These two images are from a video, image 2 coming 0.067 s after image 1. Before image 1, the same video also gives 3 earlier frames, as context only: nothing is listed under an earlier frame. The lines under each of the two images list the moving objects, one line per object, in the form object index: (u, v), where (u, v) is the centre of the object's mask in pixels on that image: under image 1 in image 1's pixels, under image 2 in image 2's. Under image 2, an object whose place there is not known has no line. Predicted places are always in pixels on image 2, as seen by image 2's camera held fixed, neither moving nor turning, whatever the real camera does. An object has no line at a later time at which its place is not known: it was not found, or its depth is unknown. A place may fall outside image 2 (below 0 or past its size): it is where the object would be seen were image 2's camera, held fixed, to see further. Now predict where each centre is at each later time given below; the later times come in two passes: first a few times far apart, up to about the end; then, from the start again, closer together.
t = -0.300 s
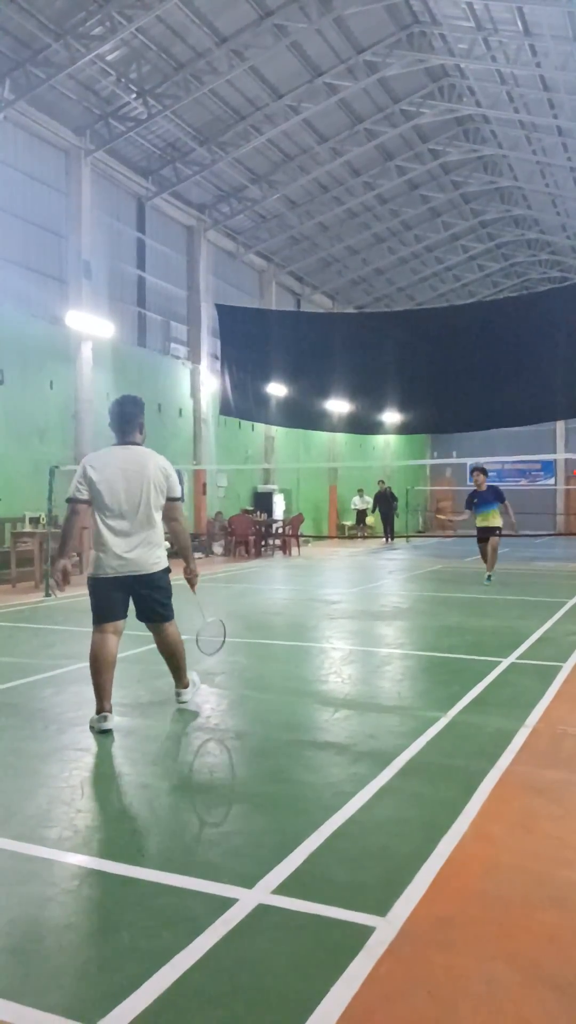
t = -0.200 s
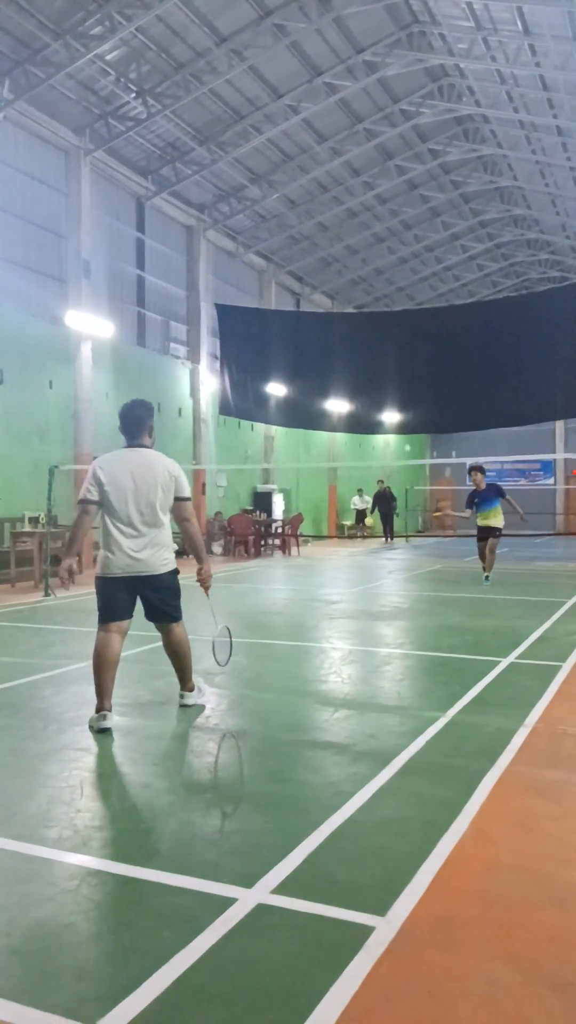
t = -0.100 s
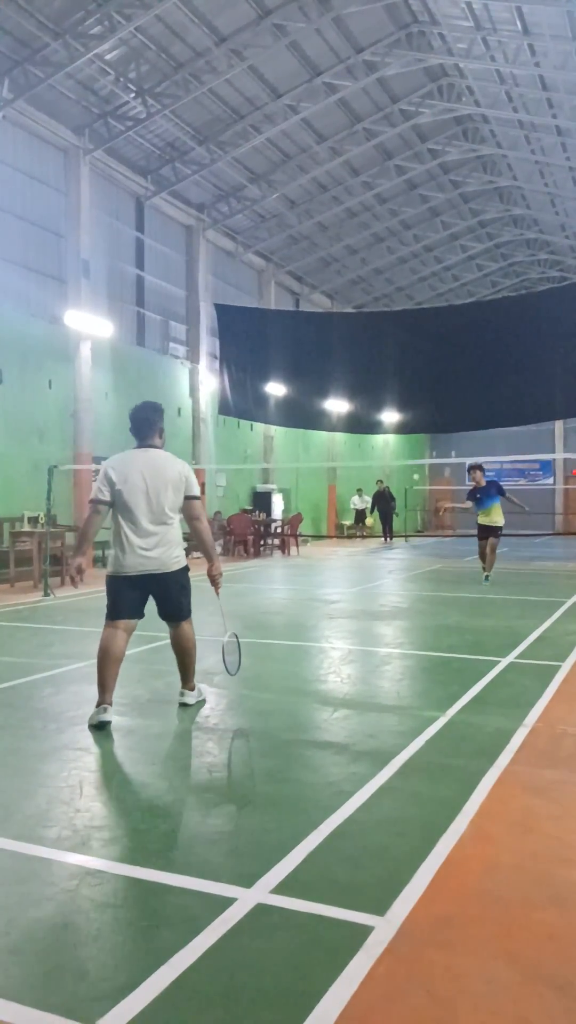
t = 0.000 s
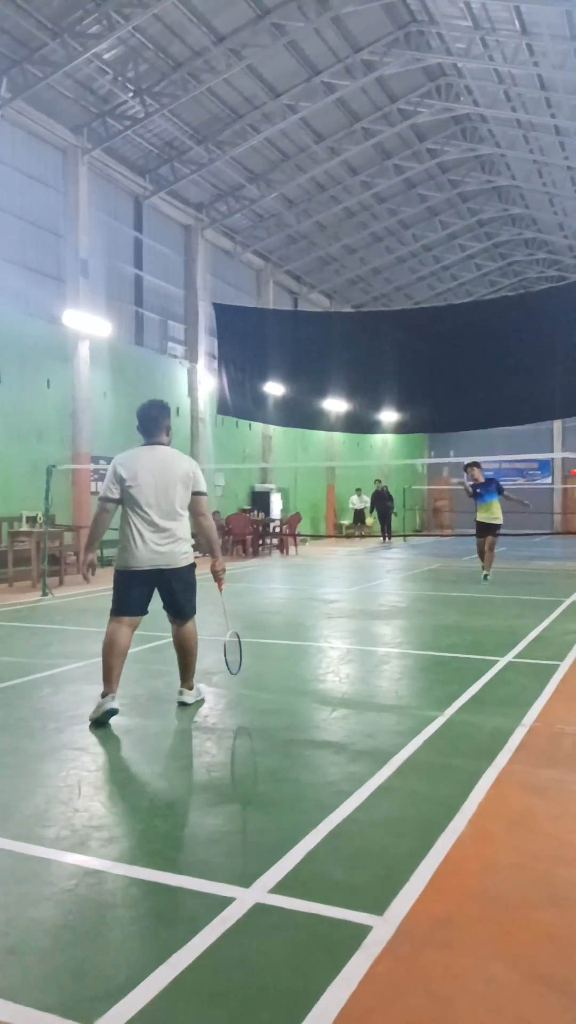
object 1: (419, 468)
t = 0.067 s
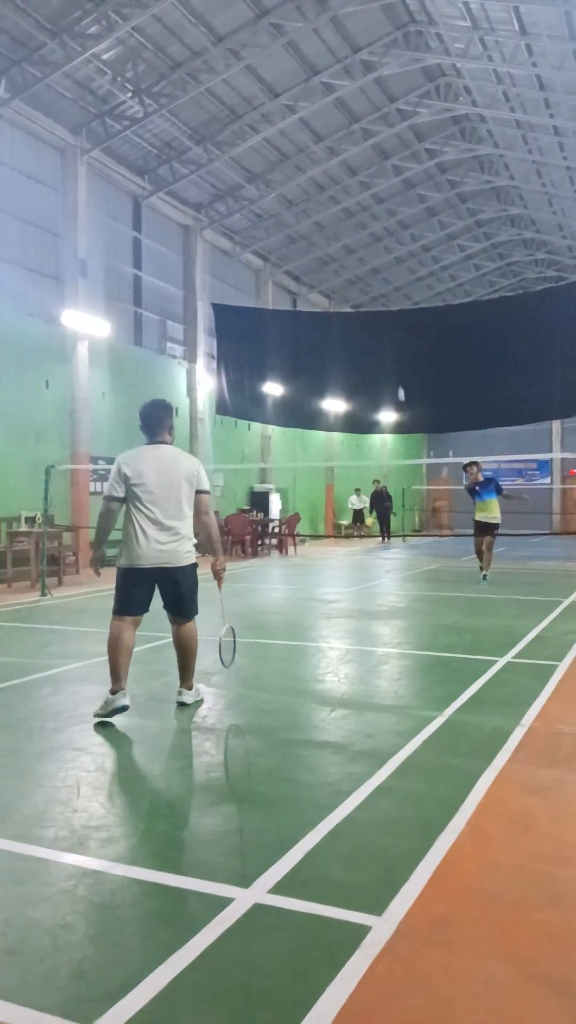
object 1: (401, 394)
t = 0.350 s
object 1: (352, 182)
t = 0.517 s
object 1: (324, 109)
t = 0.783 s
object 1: (275, 65)
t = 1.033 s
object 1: (221, 126)
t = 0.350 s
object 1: (352, 182)
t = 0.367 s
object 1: (349, 173)
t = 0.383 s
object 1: (346, 165)
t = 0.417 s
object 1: (341, 147)
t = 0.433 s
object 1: (338, 141)
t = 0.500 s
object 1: (327, 114)
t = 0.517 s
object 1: (324, 109)
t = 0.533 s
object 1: (321, 103)
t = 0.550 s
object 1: (318, 97)
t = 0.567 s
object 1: (316, 93)
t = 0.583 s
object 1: (312, 88)
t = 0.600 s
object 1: (310, 84)
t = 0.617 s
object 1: (307, 81)
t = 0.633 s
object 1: (304, 77)
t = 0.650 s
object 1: (300, 75)
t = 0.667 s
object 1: (297, 73)
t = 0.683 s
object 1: (294, 70)
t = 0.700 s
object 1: (290, 68)
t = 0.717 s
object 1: (287, 67)
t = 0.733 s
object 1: (284, 65)
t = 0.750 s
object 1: (281, 64)
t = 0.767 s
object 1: (278, 65)
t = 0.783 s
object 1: (275, 65)
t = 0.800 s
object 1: (271, 66)
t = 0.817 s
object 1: (268, 67)
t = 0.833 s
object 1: (264, 69)
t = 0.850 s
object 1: (260, 71)
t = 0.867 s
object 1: (257, 73)
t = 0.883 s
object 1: (253, 76)
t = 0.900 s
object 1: (250, 79)
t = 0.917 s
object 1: (246, 83)
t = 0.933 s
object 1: (242, 88)
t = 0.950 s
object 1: (239, 93)
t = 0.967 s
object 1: (236, 99)
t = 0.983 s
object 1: (232, 104)
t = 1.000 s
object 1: (228, 111)
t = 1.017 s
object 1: (225, 118)
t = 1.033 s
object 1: (221, 126)
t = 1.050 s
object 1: (217, 133)
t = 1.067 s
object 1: (213, 142)
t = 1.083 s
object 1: (209, 150)
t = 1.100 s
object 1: (206, 159)
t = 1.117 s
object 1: (203, 169)
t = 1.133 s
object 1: (200, 180)
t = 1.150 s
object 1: (197, 191)
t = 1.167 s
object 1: (194, 202)
